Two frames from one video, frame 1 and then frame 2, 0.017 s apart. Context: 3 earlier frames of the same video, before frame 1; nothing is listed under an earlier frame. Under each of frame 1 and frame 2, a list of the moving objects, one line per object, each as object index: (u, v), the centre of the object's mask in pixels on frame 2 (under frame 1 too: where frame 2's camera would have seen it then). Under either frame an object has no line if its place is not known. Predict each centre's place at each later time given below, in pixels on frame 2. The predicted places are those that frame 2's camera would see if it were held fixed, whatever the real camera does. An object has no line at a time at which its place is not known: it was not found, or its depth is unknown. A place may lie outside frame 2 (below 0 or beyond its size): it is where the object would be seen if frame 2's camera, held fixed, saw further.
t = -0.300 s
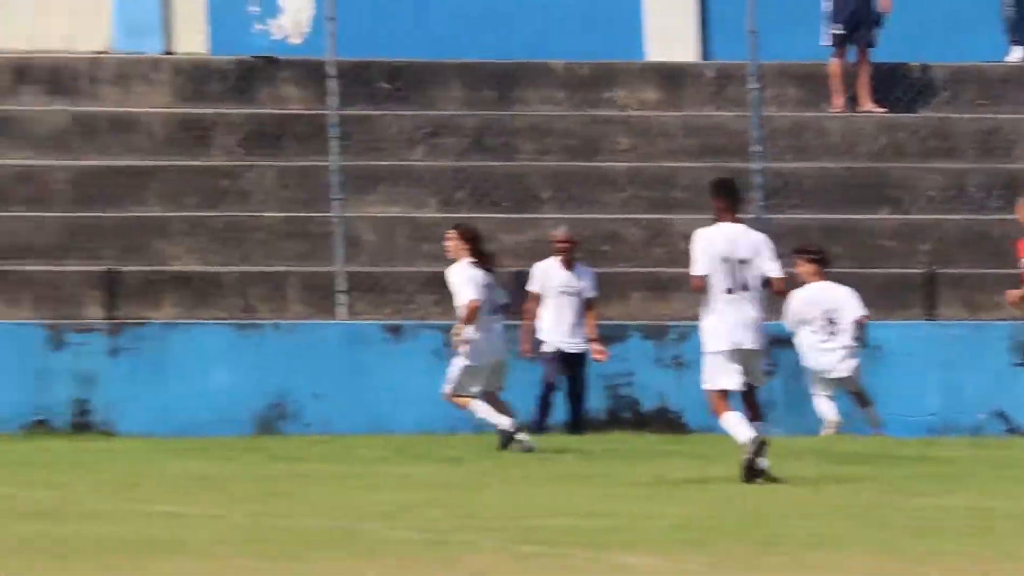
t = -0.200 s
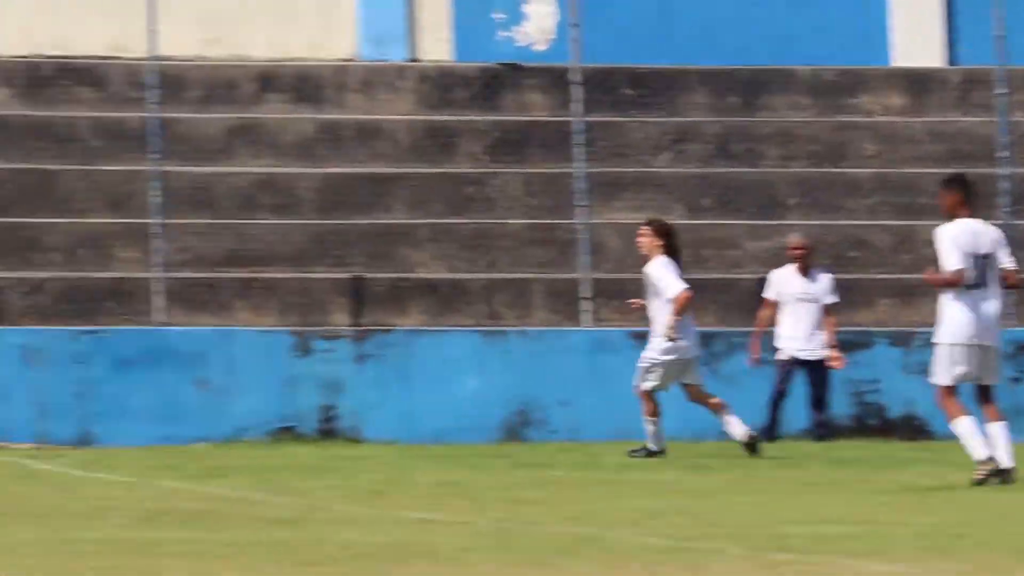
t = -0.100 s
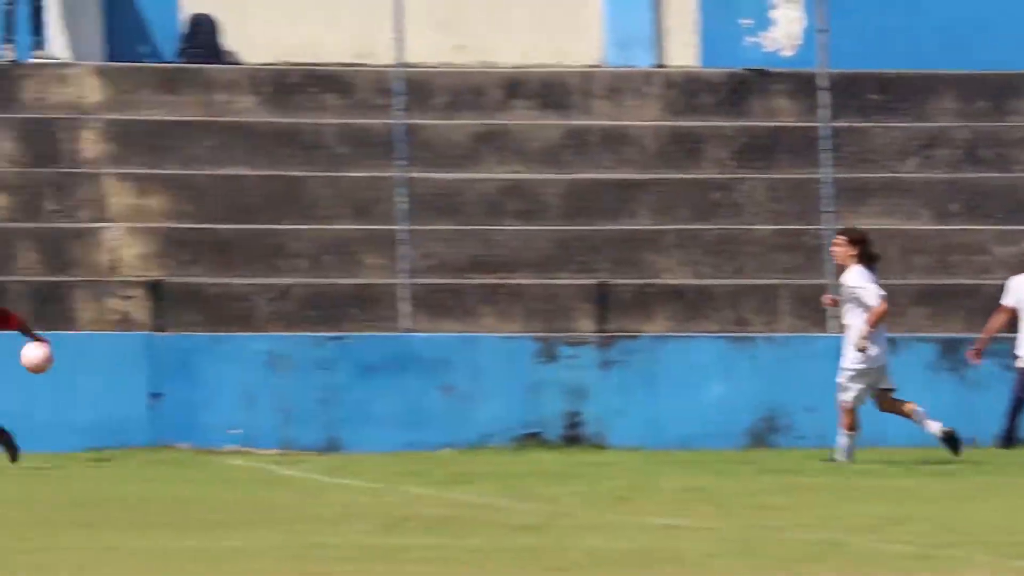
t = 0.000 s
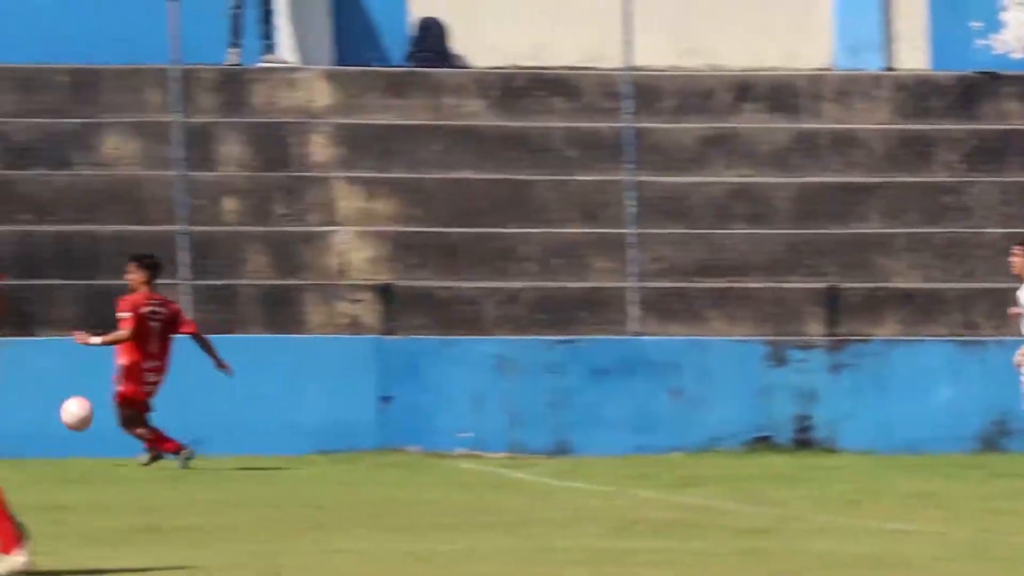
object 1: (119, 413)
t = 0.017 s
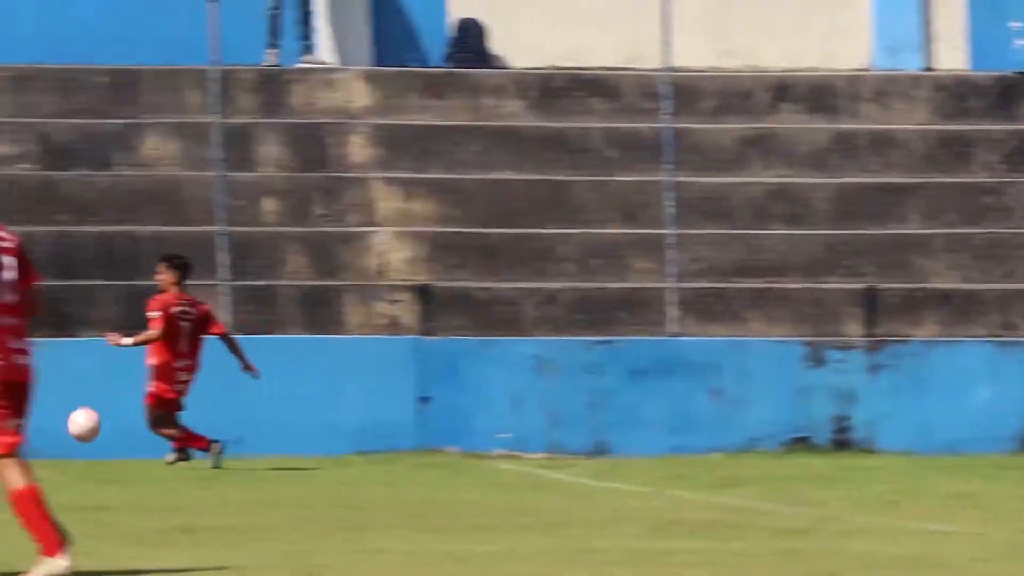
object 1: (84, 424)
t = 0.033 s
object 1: (47, 437)
